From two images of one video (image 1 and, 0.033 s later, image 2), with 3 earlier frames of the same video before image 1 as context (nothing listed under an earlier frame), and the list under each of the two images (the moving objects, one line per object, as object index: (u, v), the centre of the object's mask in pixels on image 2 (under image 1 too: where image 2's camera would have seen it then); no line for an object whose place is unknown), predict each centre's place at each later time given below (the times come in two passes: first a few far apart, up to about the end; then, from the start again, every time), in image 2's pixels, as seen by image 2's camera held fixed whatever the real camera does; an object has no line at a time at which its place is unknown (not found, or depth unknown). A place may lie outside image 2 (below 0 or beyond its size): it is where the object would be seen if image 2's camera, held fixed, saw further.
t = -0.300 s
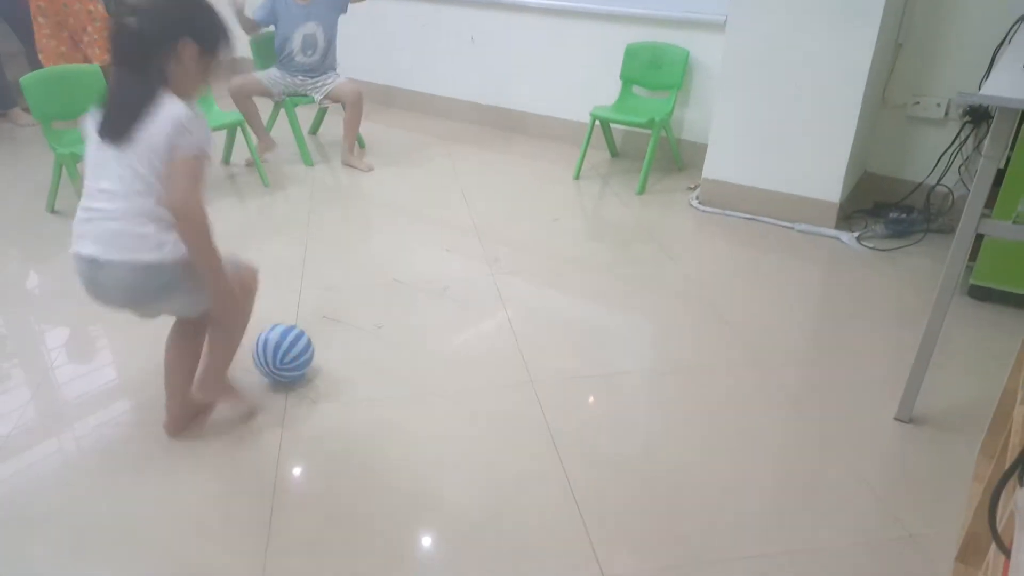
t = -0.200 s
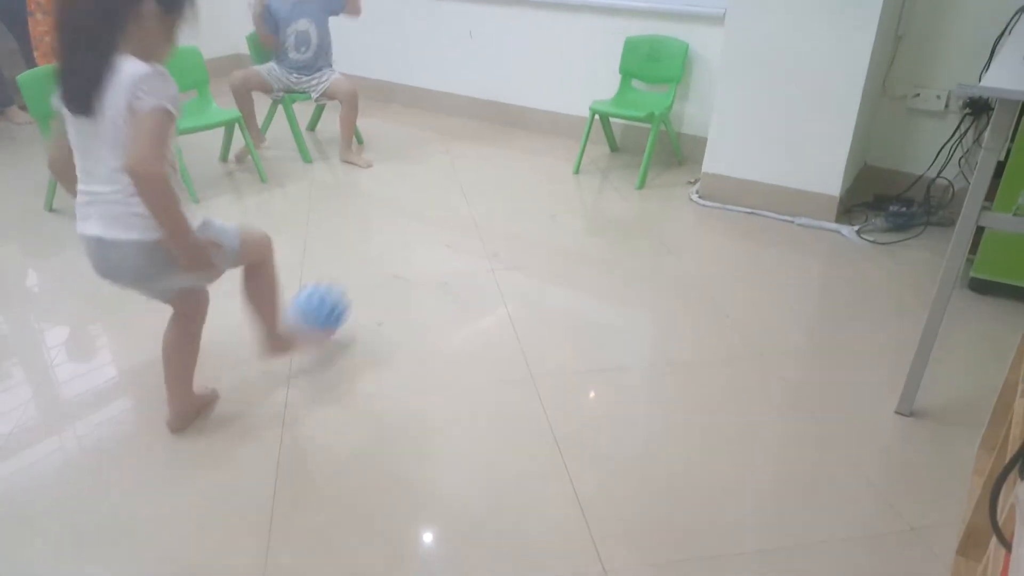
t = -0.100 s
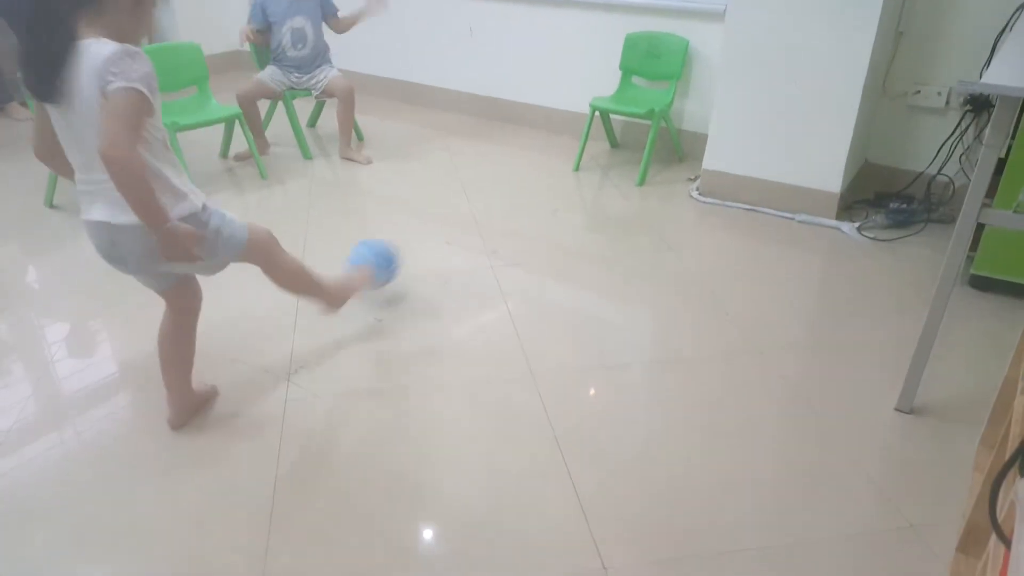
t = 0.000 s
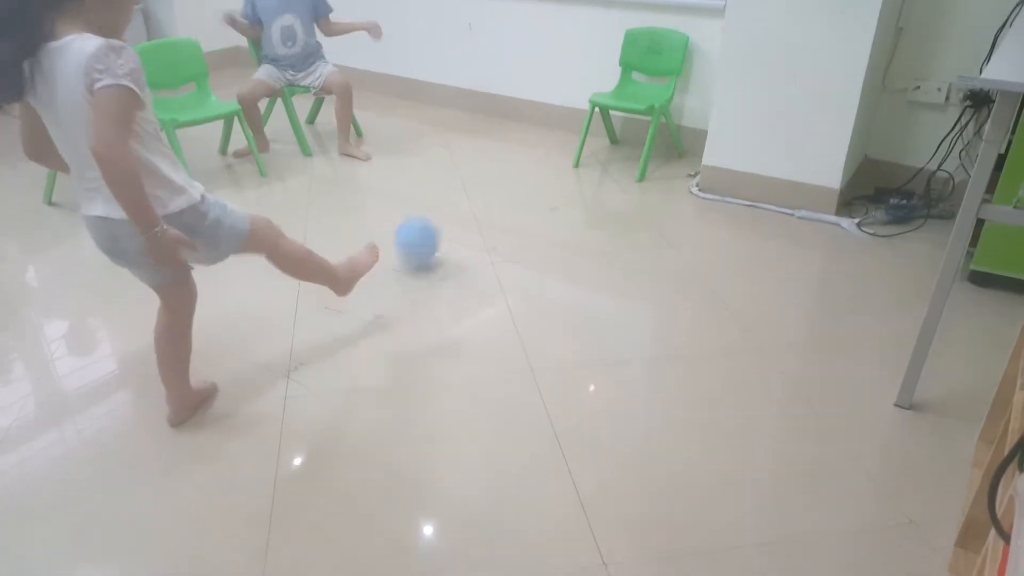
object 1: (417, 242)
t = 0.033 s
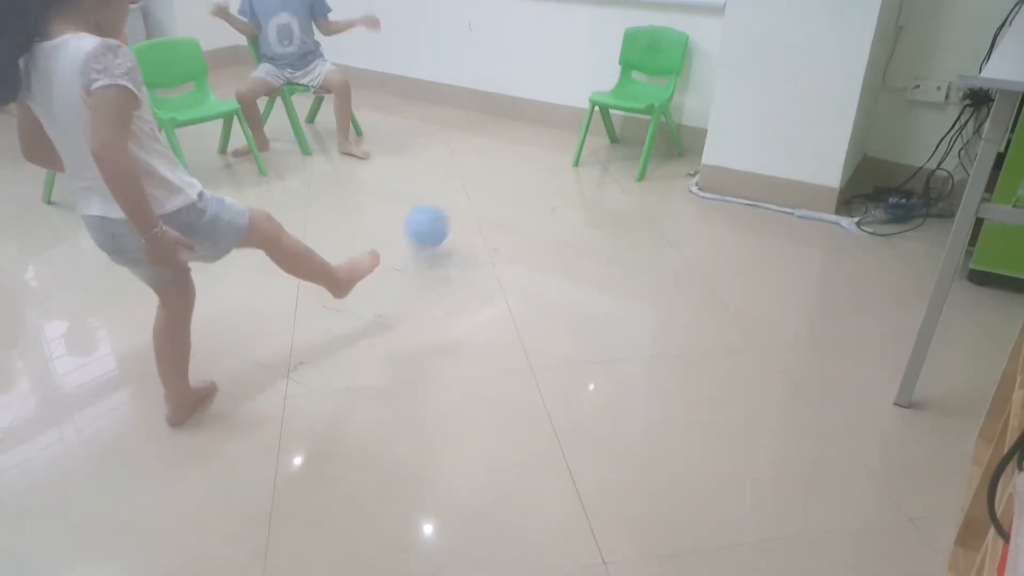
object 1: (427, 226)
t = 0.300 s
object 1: (488, 179)
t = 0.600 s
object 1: (532, 157)
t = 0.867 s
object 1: (564, 125)
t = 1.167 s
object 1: (559, 126)
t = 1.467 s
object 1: (532, 137)
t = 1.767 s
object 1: (509, 150)
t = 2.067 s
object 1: (490, 154)
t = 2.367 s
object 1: (472, 160)
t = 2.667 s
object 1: (452, 162)
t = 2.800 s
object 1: (441, 163)
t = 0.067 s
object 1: (436, 217)
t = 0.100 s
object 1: (445, 210)
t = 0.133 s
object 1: (454, 205)
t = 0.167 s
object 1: (463, 205)
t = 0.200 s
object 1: (471, 204)
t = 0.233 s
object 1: (477, 192)
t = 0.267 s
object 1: (482, 184)
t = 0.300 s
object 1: (488, 179)
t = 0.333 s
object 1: (493, 177)
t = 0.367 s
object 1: (499, 178)
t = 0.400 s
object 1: (503, 178)
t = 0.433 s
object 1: (509, 168)
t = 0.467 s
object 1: (514, 161)
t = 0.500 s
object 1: (518, 157)
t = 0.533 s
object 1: (523, 156)
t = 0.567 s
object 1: (527, 157)
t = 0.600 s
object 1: (532, 157)
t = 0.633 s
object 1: (537, 148)
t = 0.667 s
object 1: (541, 142)
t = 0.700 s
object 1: (545, 139)
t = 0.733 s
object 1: (549, 138)
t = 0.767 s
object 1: (552, 140)
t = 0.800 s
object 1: (556, 138)
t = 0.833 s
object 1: (560, 130)
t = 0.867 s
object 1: (564, 125)
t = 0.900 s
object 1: (567, 122)
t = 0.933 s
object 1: (570, 121)
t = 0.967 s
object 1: (572, 123)
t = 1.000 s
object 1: (574, 121)
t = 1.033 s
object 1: (574, 117)
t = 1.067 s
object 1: (571, 116)
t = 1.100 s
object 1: (568, 116)
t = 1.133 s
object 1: (563, 120)
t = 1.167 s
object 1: (559, 126)
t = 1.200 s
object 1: (554, 135)
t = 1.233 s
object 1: (551, 131)
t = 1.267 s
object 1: (548, 129)
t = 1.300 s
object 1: (545, 128)
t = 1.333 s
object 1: (542, 130)
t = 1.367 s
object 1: (540, 135)
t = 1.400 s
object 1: (537, 142)
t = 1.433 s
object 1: (534, 140)
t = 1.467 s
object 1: (532, 137)
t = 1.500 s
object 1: (530, 137)
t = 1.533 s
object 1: (527, 139)
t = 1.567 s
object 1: (524, 144)
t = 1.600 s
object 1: (522, 145)
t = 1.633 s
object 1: (518, 142)
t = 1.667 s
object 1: (516, 142)
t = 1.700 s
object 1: (513, 143)
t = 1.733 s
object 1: (511, 149)
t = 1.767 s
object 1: (509, 150)
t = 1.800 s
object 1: (507, 146)
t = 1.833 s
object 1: (505, 146)
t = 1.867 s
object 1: (502, 149)
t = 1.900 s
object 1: (500, 153)
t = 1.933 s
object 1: (498, 151)
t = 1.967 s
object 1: (496, 151)
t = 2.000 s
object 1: (494, 153)
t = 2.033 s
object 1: (492, 156)
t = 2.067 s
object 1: (490, 154)
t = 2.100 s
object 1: (488, 154)
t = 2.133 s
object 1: (486, 157)
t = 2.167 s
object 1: (484, 157)
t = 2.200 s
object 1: (482, 155)
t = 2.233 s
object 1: (480, 156)
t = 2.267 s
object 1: (478, 158)
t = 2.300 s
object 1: (476, 157)
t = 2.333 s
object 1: (474, 157)
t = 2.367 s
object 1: (472, 160)
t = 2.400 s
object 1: (469, 159)
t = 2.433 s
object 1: (467, 159)
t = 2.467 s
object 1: (465, 161)
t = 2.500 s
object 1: (463, 160)
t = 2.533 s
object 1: (461, 160)
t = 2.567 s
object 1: (458, 162)
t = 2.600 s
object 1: (456, 161)
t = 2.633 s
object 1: (454, 162)
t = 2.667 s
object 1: (452, 162)
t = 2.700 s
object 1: (449, 162)
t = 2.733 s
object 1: (446, 162)
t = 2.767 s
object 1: (444, 162)
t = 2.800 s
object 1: (441, 163)
